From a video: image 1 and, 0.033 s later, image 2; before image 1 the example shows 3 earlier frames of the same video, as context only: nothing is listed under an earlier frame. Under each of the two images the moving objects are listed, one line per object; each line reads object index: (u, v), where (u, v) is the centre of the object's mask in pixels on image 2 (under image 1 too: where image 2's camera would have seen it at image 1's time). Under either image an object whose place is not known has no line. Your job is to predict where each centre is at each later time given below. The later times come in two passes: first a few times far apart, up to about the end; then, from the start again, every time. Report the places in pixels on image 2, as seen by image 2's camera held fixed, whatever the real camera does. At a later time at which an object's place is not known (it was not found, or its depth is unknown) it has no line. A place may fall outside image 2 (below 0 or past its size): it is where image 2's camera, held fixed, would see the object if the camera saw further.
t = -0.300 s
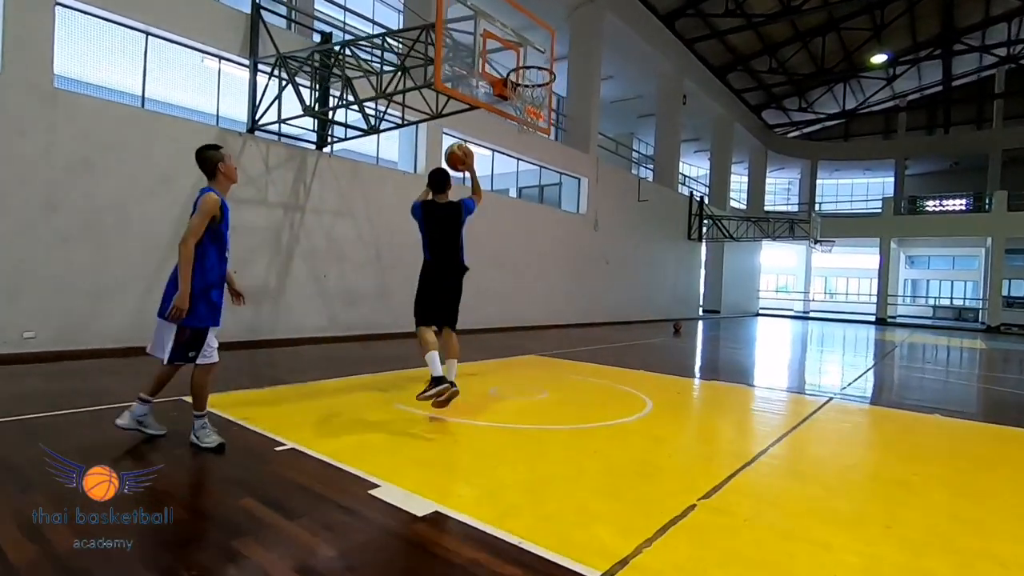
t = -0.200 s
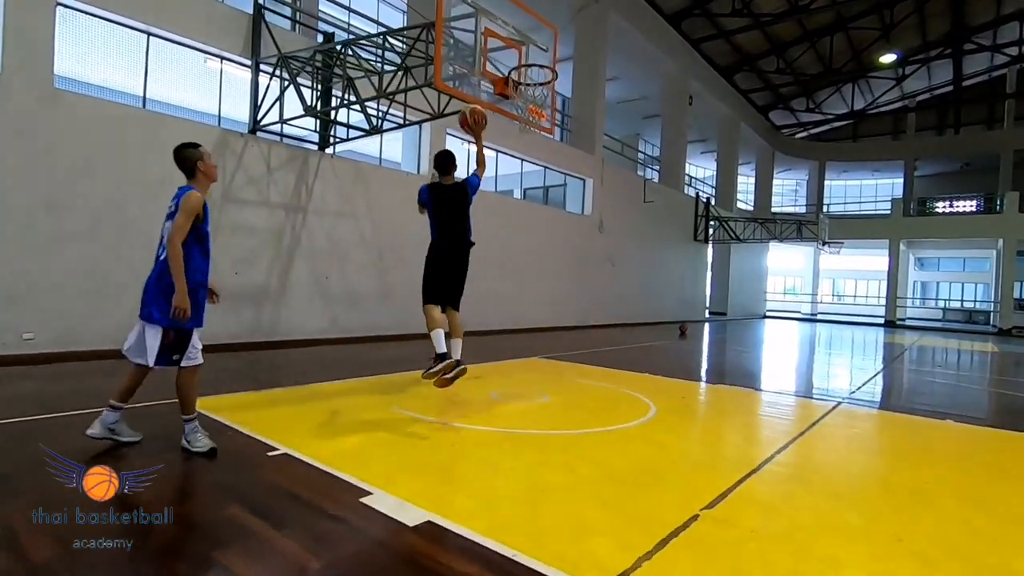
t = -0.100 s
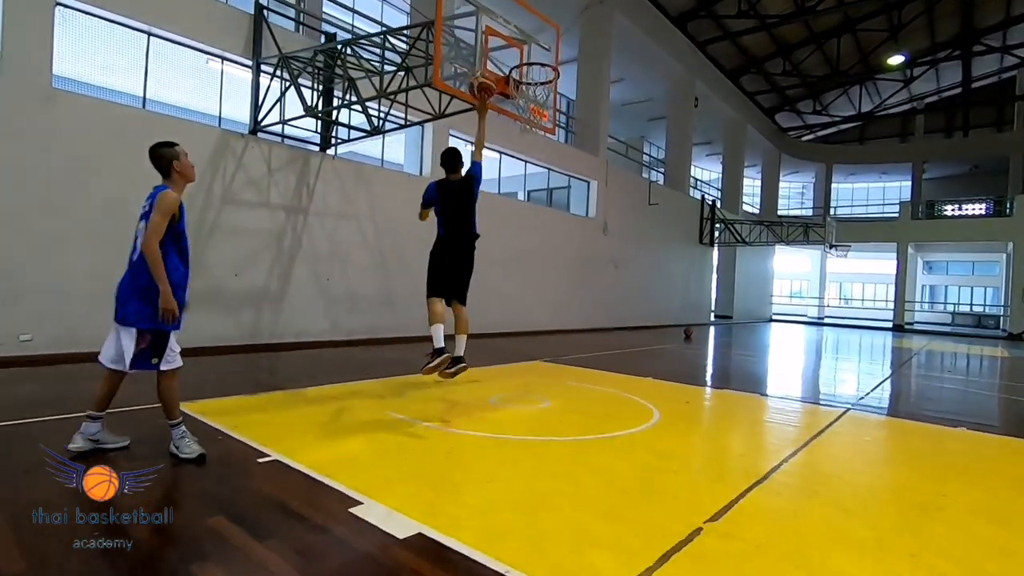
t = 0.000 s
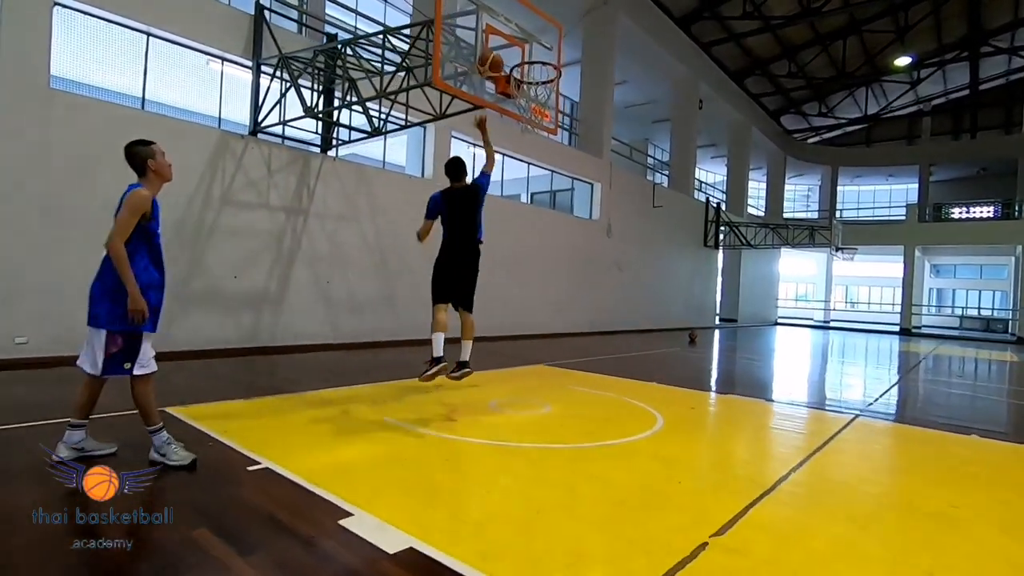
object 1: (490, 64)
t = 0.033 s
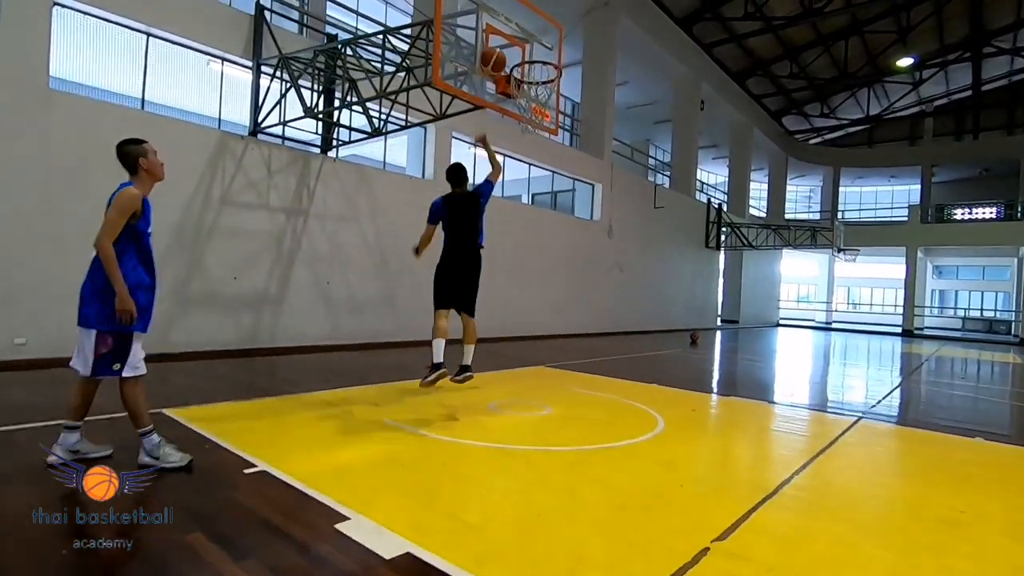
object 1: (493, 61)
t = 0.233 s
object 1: (523, 61)
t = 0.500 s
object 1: (536, 80)
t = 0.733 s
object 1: (516, 98)
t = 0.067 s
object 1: (495, 59)
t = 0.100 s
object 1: (496, 58)
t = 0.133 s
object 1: (502, 57)
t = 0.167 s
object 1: (510, 57)
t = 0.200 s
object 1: (517, 58)
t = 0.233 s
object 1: (523, 61)
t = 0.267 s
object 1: (530, 66)
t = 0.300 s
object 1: (538, 70)
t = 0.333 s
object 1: (543, 73)
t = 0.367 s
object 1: (542, 74)
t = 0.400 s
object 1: (541, 77)
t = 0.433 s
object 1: (541, 79)
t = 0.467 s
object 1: (538, 80)
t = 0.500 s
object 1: (536, 80)
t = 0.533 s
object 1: (533, 79)
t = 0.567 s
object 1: (531, 79)
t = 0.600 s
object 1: (531, 90)
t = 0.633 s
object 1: (527, 90)
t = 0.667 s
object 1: (522, 91)
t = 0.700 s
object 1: (519, 94)
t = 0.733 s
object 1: (516, 98)
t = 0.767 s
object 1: (513, 103)
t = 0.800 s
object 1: (512, 108)
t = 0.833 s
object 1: (509, 114)
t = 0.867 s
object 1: (508, 121)
